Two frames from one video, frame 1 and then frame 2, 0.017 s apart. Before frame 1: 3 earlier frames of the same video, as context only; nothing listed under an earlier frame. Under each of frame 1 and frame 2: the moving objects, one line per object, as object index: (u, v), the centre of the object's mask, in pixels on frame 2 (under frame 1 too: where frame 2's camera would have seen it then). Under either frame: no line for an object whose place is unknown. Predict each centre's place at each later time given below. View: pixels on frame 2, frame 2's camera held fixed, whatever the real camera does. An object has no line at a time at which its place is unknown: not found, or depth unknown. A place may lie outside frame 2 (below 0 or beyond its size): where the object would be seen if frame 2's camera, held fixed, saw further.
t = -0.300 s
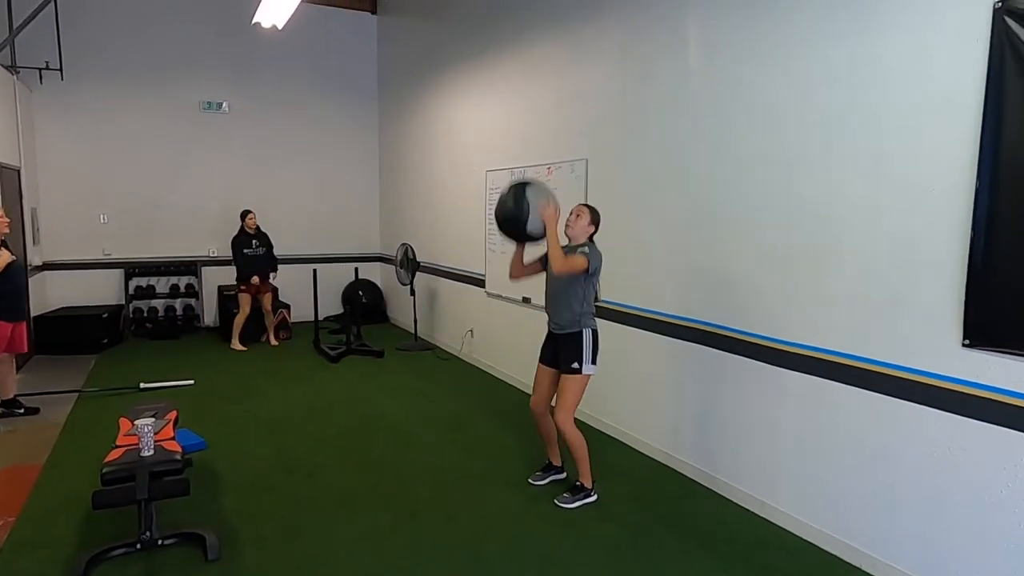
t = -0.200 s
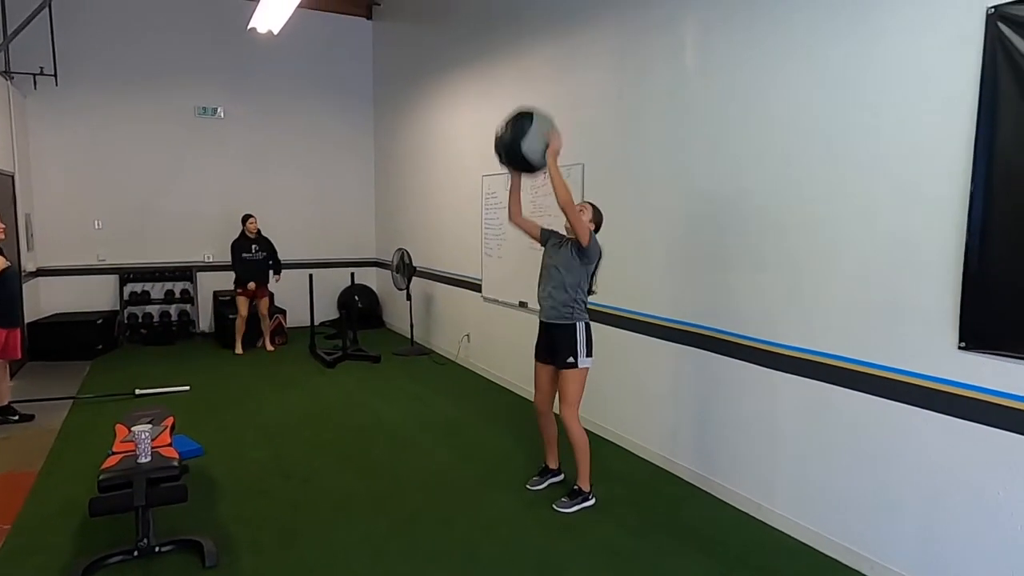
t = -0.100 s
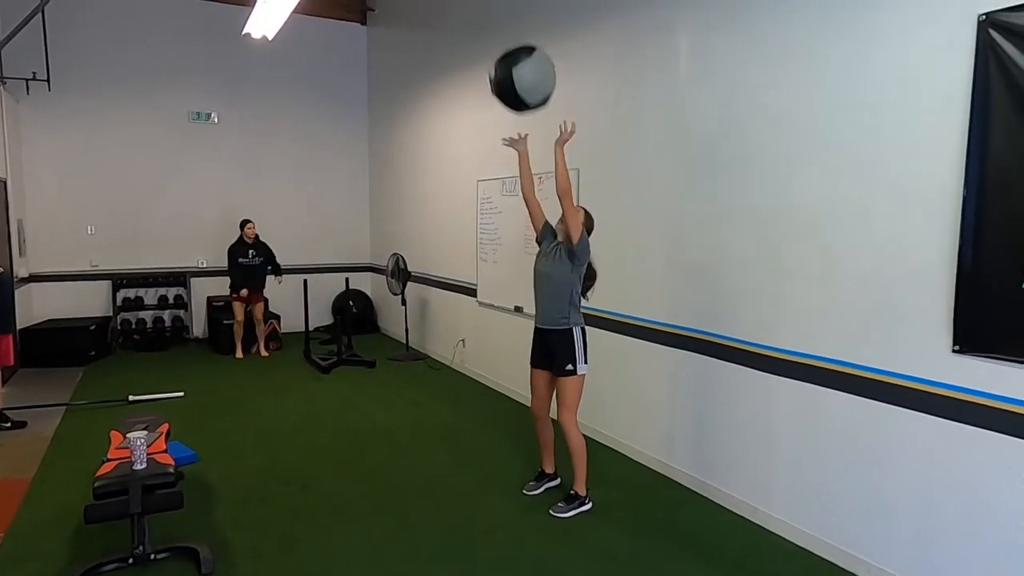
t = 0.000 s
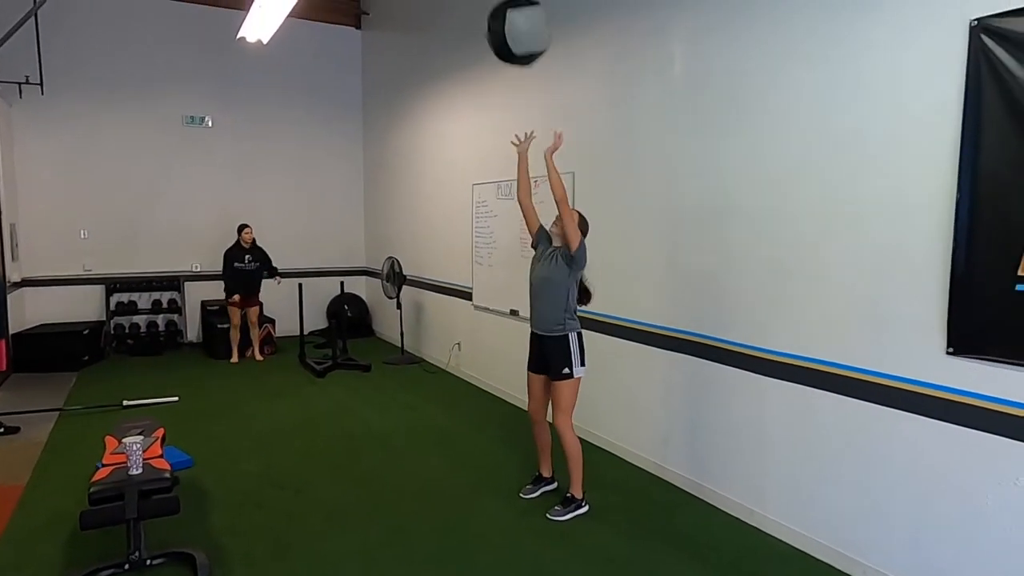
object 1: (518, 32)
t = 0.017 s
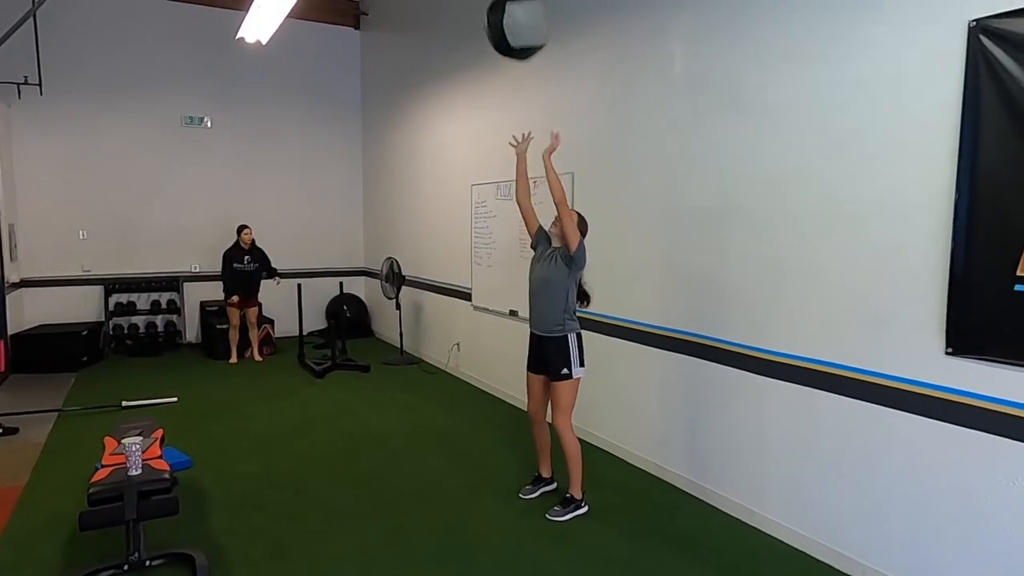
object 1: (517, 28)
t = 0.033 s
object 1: (517, 24)
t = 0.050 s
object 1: (517, 20)
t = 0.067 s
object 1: (518, 17)
